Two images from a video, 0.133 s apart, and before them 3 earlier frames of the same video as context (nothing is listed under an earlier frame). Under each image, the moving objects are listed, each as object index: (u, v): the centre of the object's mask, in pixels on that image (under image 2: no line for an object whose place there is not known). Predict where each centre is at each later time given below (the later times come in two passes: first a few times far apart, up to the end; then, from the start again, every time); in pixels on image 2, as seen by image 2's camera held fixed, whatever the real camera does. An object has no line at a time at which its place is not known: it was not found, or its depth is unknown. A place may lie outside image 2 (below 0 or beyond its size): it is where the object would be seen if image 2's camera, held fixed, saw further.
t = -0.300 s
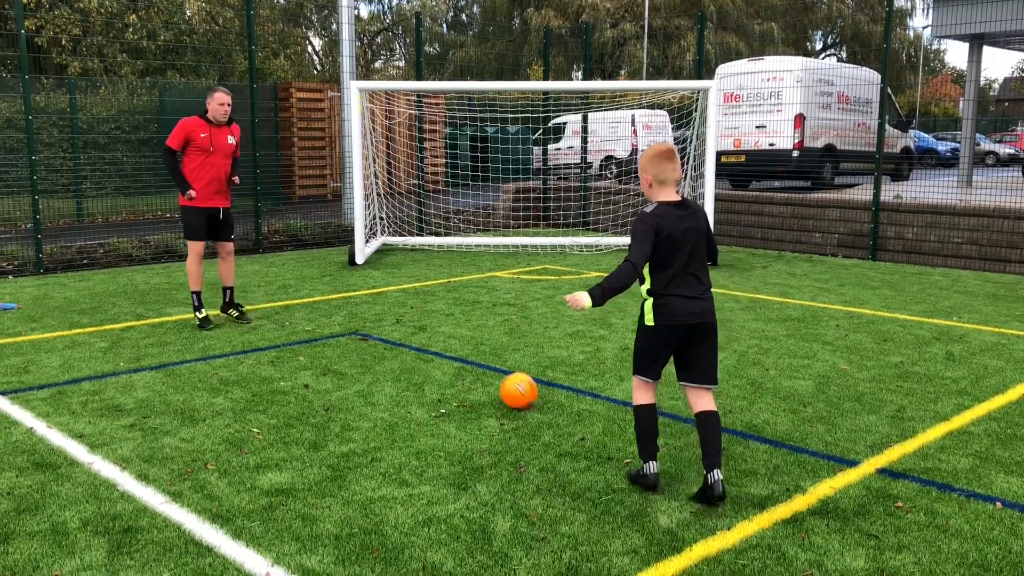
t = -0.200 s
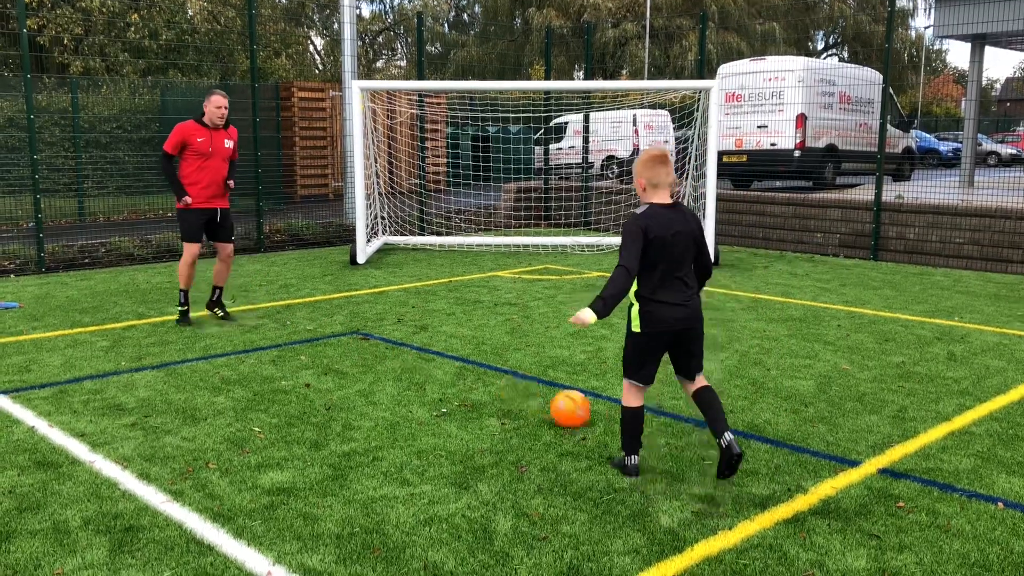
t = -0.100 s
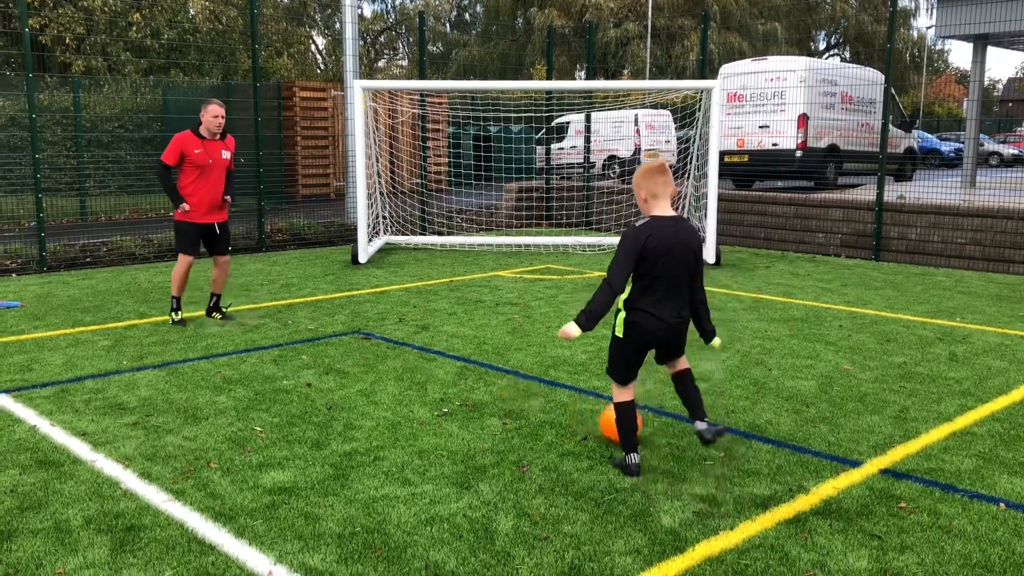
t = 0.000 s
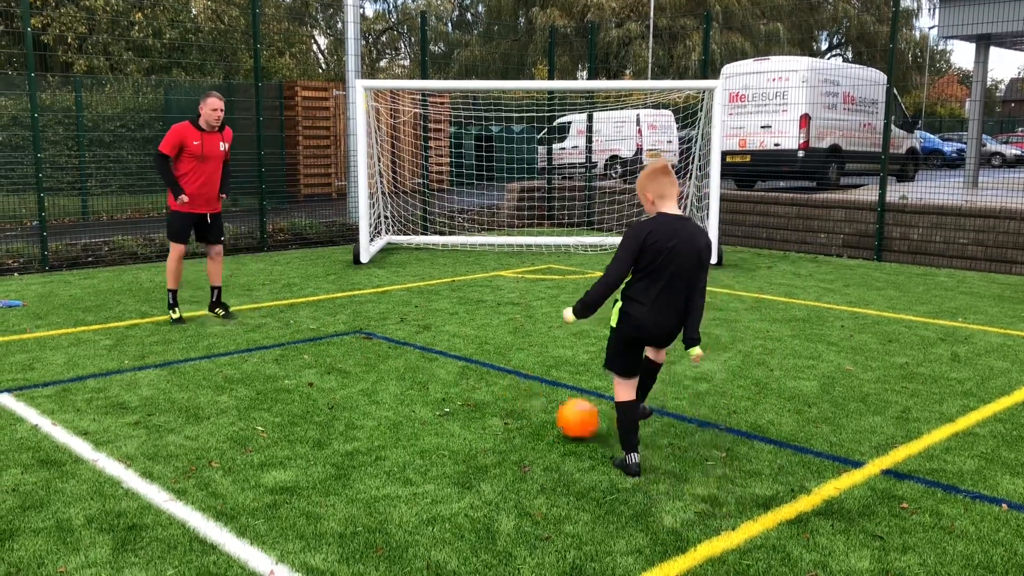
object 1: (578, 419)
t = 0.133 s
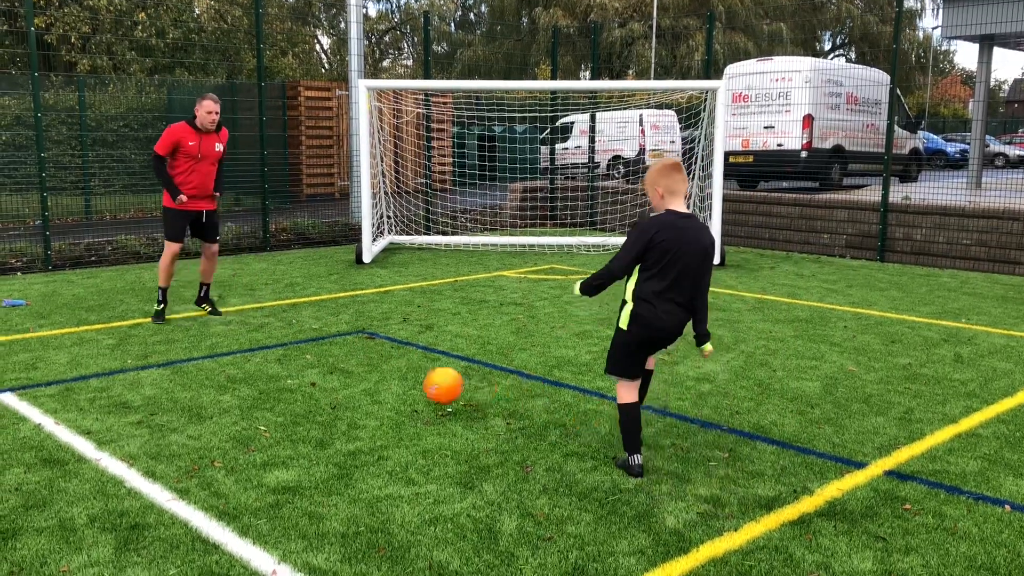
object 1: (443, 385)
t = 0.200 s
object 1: (381, 382)
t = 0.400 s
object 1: (232, 363)
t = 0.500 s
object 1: (170, 362)
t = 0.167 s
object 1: (412, 383)
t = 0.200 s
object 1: (381, 382)
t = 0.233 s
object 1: (352, 384)
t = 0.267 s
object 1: (323, 385)
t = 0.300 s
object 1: (300, 378)
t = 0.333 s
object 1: (276, 371)
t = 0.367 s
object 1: (254, 366)
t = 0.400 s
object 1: (232, 363)
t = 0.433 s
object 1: (211, 362)
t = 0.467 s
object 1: (190, 362)
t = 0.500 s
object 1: (170, 362)
